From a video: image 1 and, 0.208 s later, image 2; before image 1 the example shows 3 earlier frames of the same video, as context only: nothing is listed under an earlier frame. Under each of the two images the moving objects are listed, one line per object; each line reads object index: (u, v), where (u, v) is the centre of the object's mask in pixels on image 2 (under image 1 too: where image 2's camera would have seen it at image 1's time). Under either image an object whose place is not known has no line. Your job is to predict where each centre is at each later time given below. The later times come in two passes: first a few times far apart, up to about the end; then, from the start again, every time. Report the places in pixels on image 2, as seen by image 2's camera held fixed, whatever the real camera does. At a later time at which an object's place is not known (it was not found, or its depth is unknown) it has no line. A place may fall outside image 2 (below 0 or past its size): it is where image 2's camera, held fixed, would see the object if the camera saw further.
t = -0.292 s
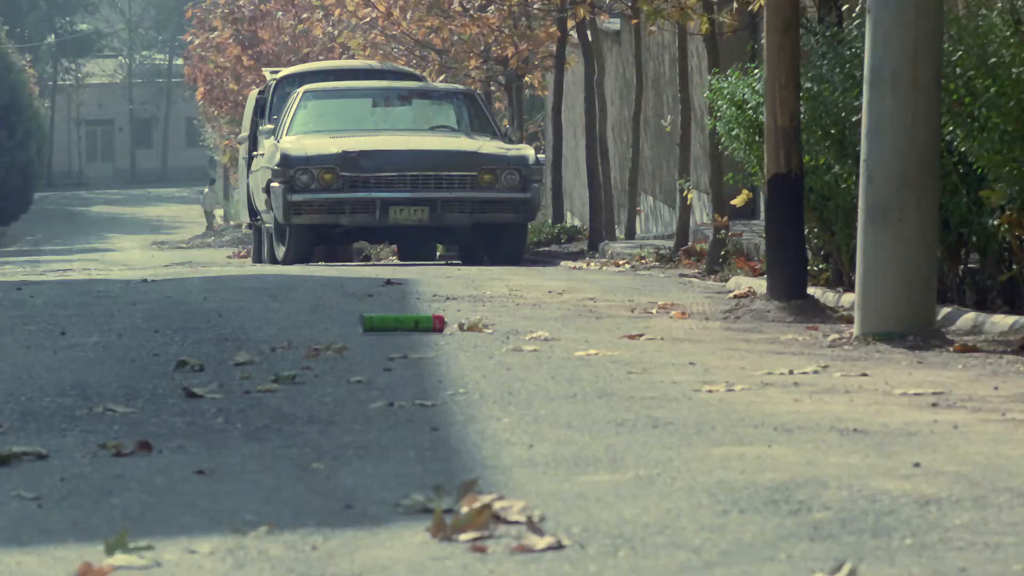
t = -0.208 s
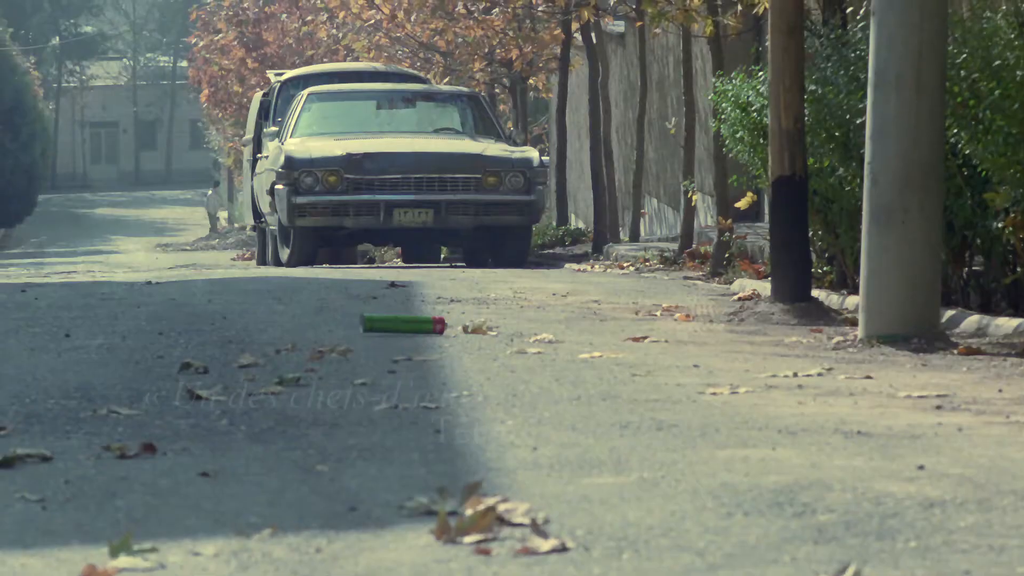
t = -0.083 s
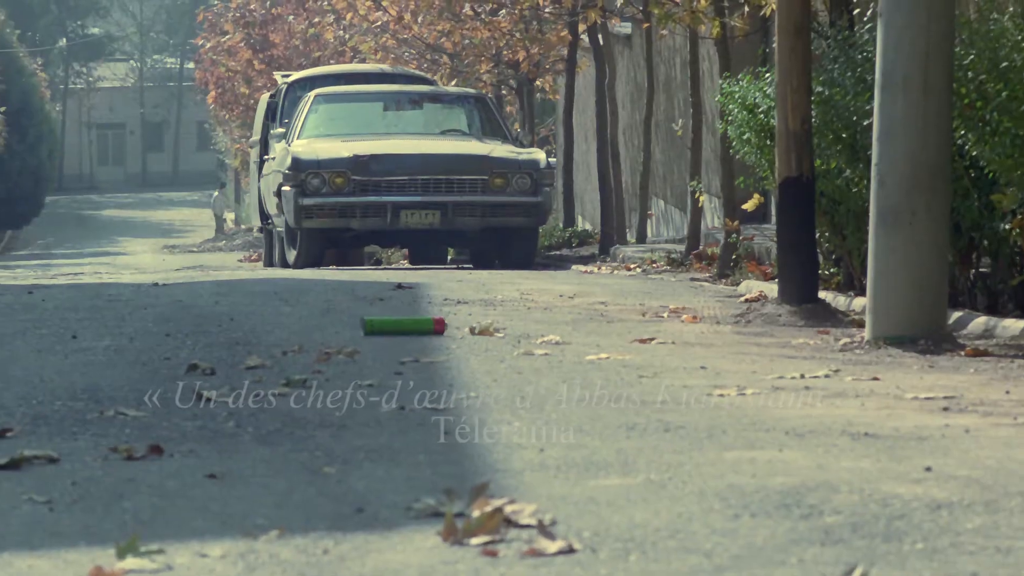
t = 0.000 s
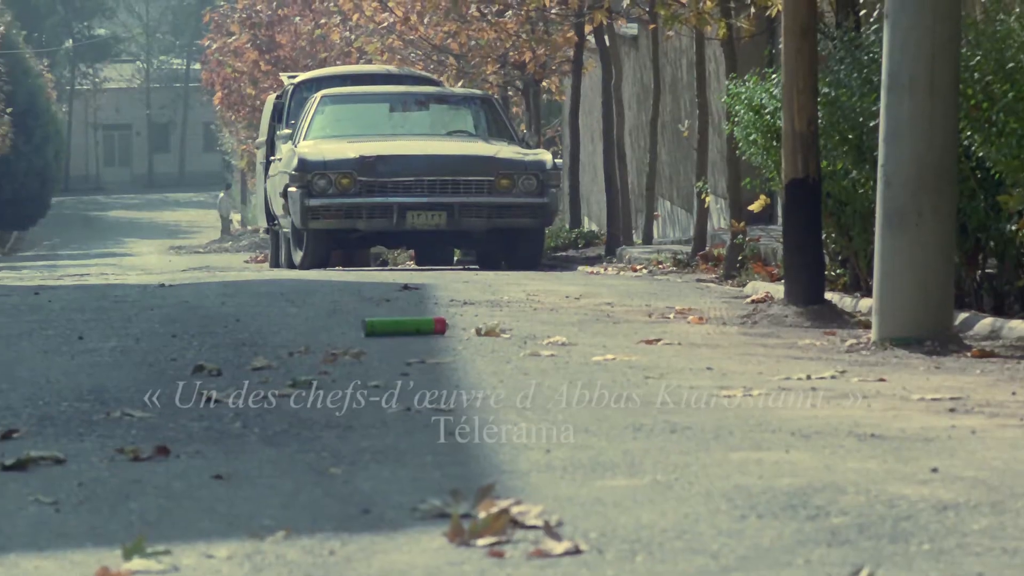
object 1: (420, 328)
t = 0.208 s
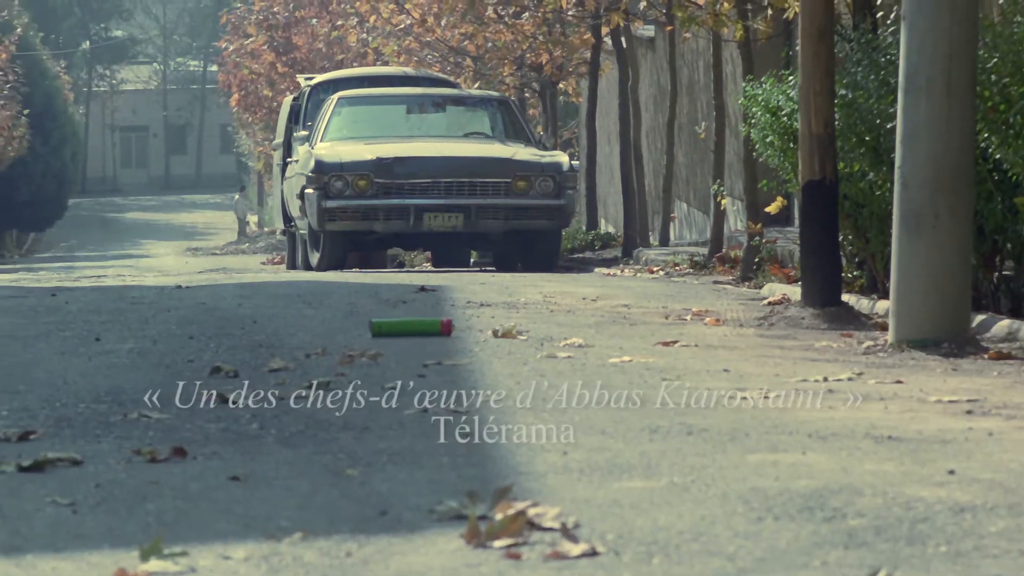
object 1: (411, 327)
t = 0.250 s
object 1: (407, 326)
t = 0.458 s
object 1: (395, 325)
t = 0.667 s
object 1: (387, 324)
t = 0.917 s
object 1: (373, 323)
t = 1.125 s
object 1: (363, 323)
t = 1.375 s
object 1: (349, 321)
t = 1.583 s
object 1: (339, 320)
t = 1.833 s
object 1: (324, 319)
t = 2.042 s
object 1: (312, 317)
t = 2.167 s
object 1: (305, 318)
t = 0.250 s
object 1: (407, 326)
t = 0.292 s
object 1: (405, 324)
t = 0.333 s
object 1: (403, 326)
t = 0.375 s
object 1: (401, 325)
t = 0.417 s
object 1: (399, 326)
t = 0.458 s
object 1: (395, 325)
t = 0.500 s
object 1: (394, 325)
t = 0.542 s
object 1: (393, 324)
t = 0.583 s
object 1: (392, 325)
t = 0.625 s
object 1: (389, 324)
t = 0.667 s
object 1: (387, 324)
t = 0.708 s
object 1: (384, 325)
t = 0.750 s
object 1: (382, 324)
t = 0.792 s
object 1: (379, 324)
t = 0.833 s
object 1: (378, 324)
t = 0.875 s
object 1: (374, 324)
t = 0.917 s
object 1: (373, 323)
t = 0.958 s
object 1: (371, 323)
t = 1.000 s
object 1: (369, 323)
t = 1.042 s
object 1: (366, 323)
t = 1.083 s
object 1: (365, 323)
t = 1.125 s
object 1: (363, 323)
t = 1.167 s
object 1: (360, 323)
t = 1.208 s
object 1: (358, 321)
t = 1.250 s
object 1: (356, 322)
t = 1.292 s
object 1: (353, 321)
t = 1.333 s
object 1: (351, 321)
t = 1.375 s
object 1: (349, 321)
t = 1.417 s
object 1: (348, 320)
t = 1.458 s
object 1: (347, 320)
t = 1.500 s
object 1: (344, 321)
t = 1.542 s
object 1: (342, 321)
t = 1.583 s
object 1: (339, 320)
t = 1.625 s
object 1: (337, 320)
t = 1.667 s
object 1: (334, 319)
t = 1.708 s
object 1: (332, 320)
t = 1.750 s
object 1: (329, 319)
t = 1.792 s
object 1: (327, 318)
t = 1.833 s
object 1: (324, 319)
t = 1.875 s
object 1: (321, 318)
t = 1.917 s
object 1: (319, 319)
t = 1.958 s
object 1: (317, 318)
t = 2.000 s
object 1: (314, 317)
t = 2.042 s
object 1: (312, 317)
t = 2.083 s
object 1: (309, 318)
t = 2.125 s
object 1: (307, 316)
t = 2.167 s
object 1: (305, 318)
